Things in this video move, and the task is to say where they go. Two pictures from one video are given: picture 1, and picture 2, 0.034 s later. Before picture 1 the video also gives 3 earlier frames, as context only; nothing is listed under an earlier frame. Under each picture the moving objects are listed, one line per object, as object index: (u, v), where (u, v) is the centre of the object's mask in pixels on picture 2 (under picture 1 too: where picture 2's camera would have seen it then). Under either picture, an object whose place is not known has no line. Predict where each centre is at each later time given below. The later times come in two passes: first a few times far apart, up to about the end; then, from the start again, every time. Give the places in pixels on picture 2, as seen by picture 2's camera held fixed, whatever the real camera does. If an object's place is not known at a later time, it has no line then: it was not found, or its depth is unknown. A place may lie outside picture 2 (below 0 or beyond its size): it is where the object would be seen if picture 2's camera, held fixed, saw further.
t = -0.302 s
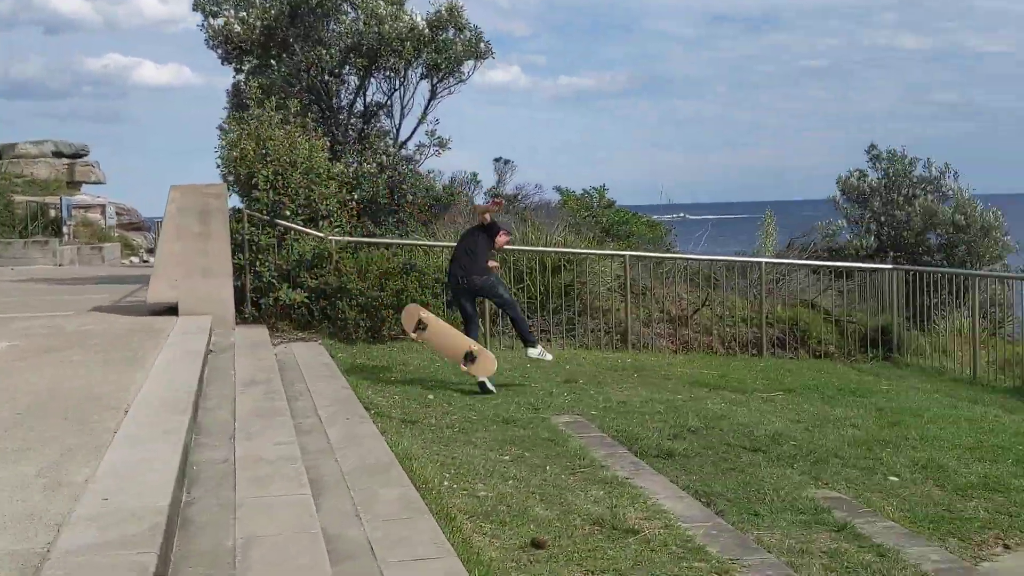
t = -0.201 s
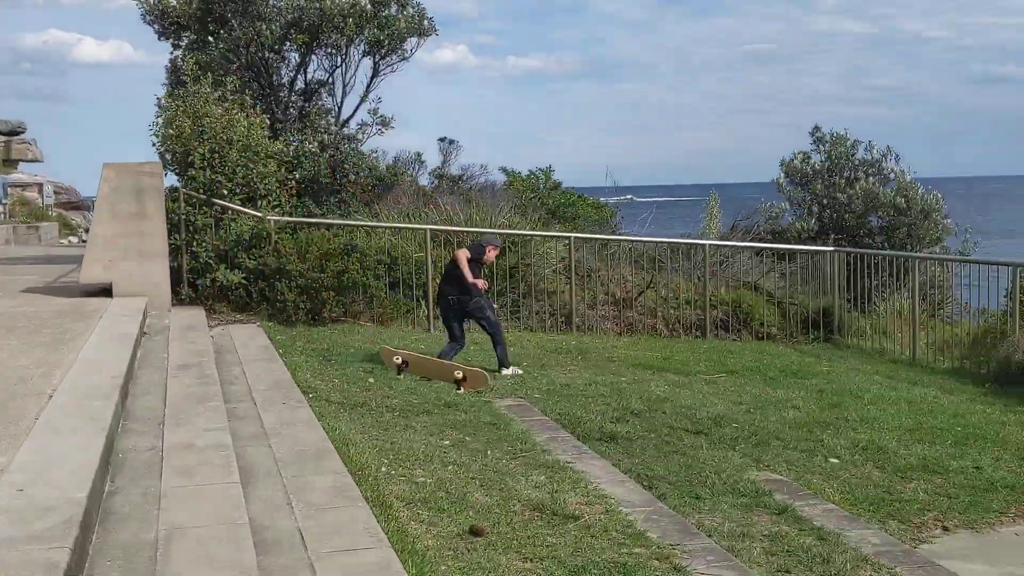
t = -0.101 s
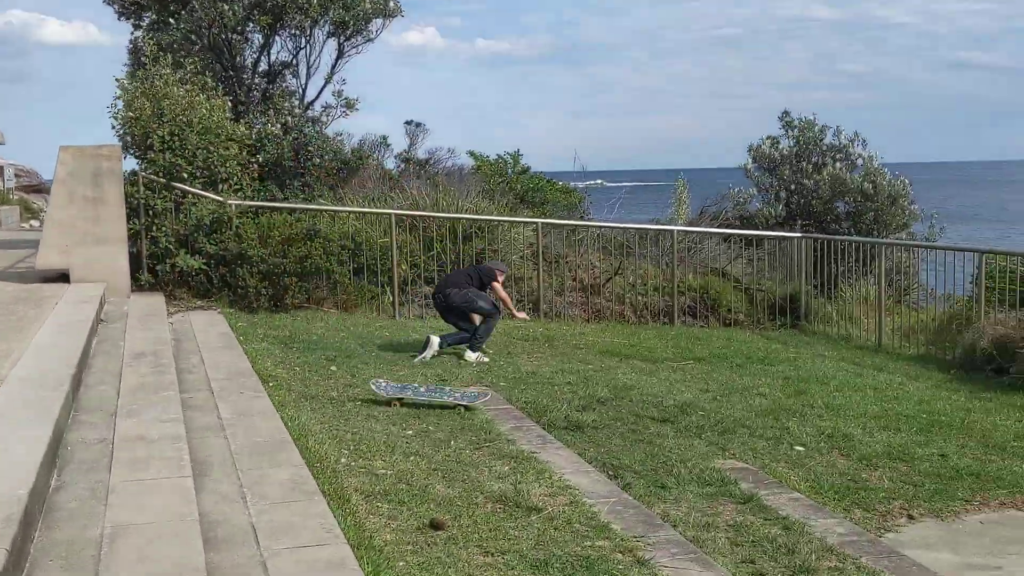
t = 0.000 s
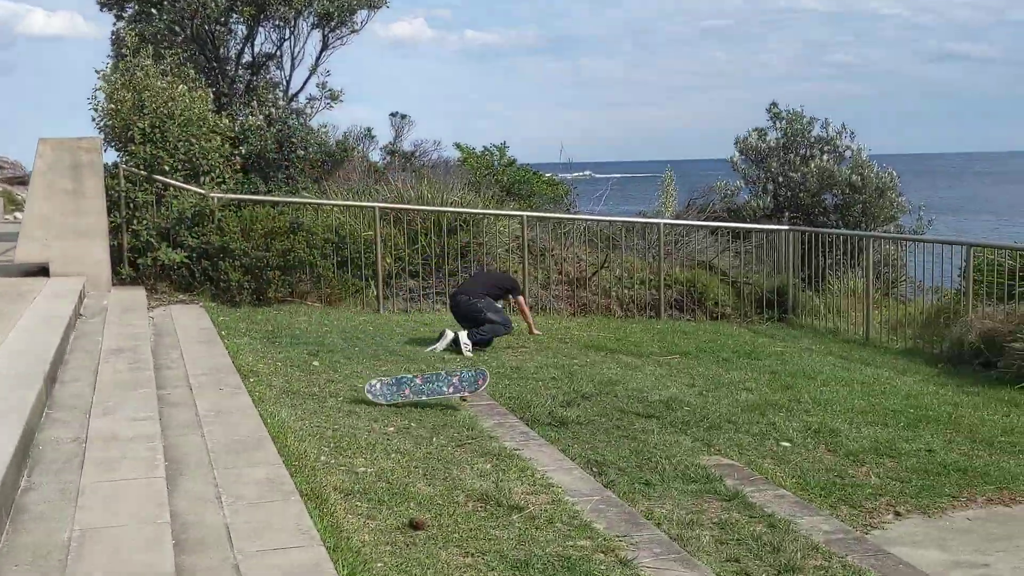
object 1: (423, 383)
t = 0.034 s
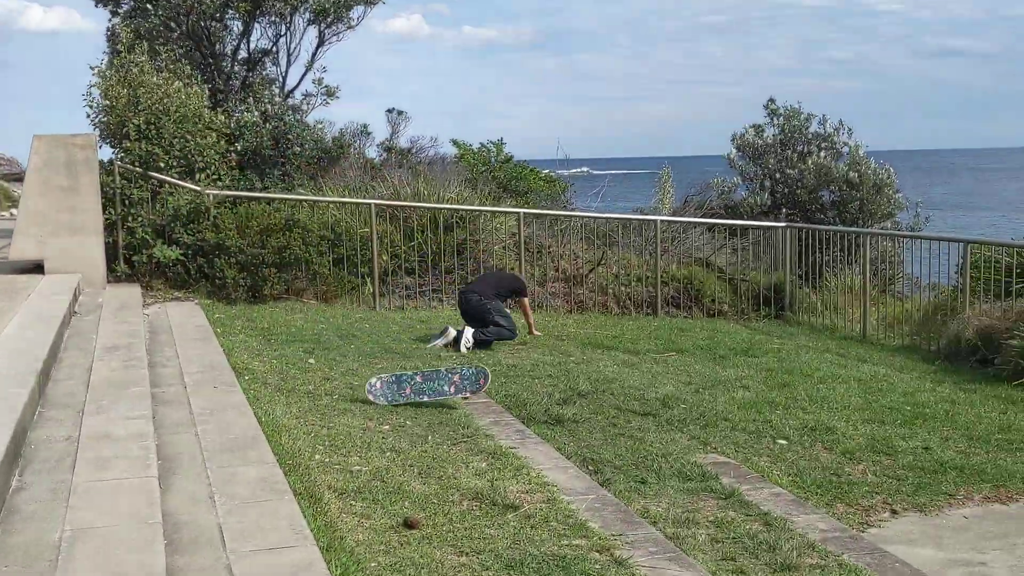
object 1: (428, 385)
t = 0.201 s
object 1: (450, 400)
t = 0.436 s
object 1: (452, 404)
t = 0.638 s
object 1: (451, 403)
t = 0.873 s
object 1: (449, 403)
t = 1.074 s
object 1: (449, 403)
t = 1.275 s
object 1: (449, 404)
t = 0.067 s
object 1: (433, 387)
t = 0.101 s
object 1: (438, 390)
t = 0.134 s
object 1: (443, 394)
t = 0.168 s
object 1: (447, 396)
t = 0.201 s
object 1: (450, 400)
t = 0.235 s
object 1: (449, 403)
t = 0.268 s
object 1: (449, 405)
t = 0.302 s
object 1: (456, 409)
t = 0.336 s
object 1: (455, 408)
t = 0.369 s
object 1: (453, 407)
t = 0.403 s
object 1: (453, 405)
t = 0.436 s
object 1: (452, 404)
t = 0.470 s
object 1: (452, 404)
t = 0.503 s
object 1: (452, 403)
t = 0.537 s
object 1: (451, 403)
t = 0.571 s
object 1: (451, 403)
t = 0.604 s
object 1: (451, 403)
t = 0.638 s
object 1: (451, 403)
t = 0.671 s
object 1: (450, 403)
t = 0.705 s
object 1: (450, 403)
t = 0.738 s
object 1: (450, 403)
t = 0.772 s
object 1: (449, 403)
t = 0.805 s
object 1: (449, 403)
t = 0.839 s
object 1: (449, 403)
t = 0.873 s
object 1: (449, 403)
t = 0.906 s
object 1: (449, 403)
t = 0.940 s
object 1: (449, 403)
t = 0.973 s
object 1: (449, 403)
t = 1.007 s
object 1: (449, 403)
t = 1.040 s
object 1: (449, 403)
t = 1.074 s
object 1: (449, 403)
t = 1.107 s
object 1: (450, 403)
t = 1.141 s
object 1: (450, 403)
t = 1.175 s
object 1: (450, 403)
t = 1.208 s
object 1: (450, 403)
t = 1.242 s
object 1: (450, 404)
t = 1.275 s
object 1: (449, 404)
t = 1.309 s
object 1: (449, 404)
